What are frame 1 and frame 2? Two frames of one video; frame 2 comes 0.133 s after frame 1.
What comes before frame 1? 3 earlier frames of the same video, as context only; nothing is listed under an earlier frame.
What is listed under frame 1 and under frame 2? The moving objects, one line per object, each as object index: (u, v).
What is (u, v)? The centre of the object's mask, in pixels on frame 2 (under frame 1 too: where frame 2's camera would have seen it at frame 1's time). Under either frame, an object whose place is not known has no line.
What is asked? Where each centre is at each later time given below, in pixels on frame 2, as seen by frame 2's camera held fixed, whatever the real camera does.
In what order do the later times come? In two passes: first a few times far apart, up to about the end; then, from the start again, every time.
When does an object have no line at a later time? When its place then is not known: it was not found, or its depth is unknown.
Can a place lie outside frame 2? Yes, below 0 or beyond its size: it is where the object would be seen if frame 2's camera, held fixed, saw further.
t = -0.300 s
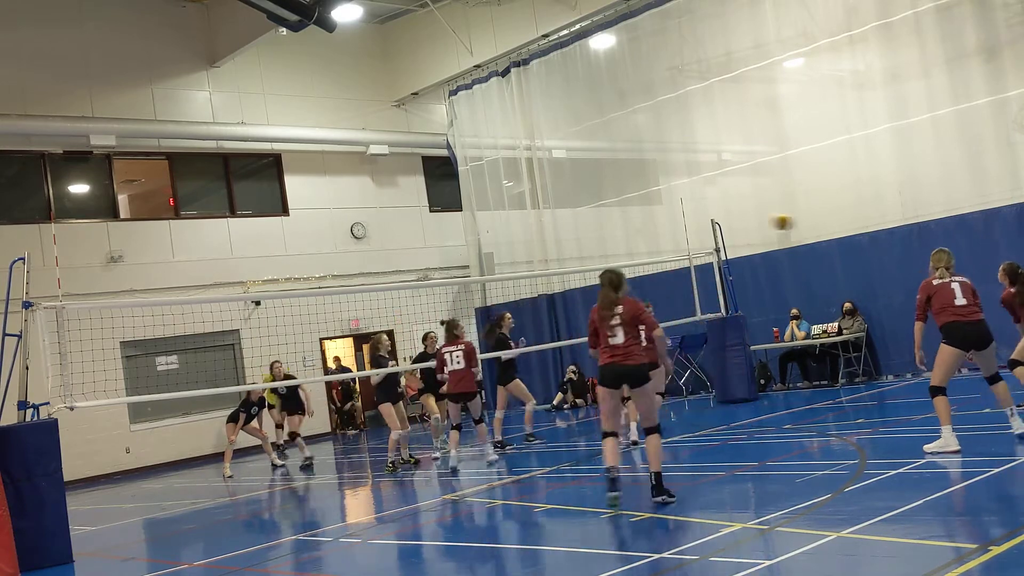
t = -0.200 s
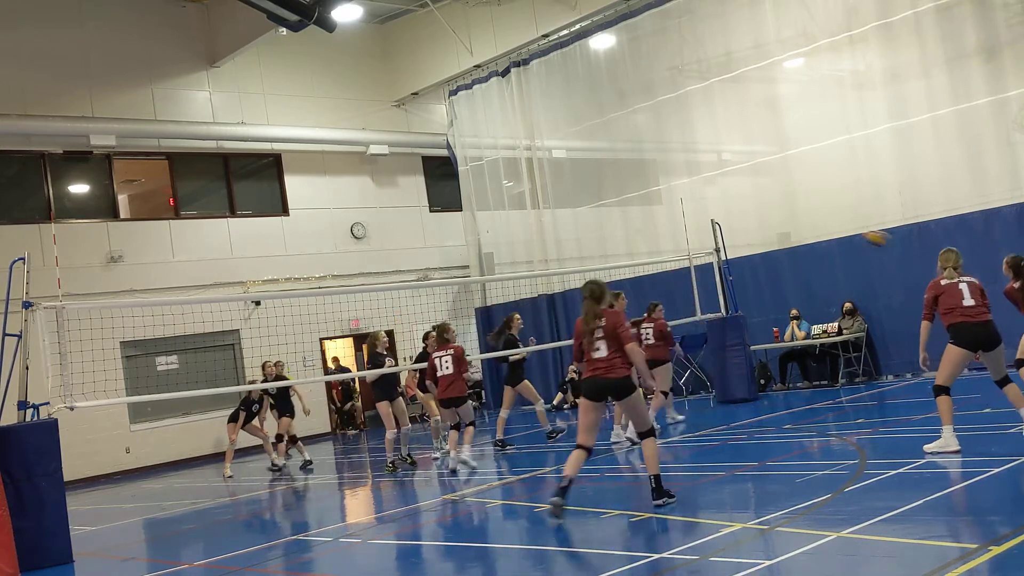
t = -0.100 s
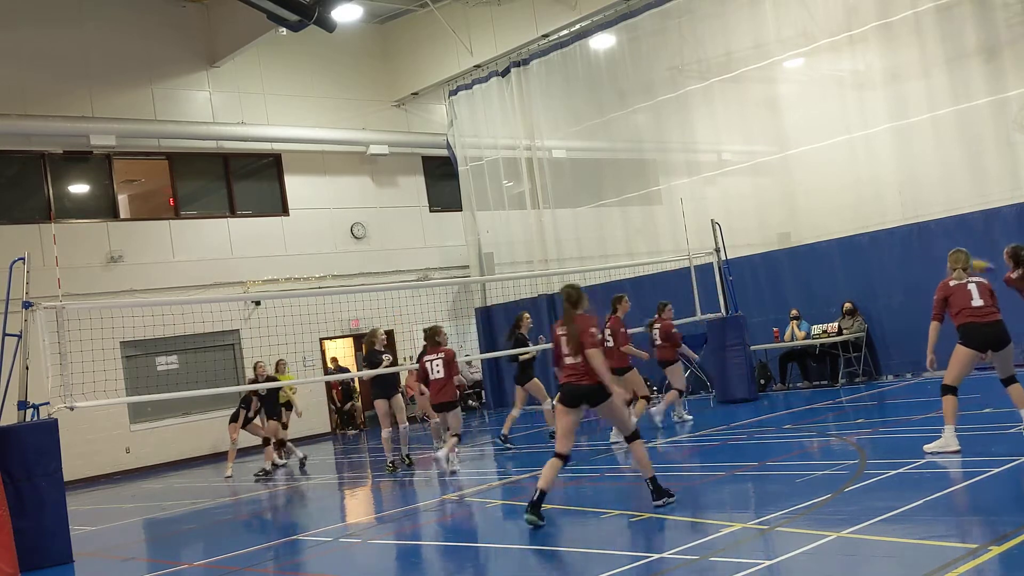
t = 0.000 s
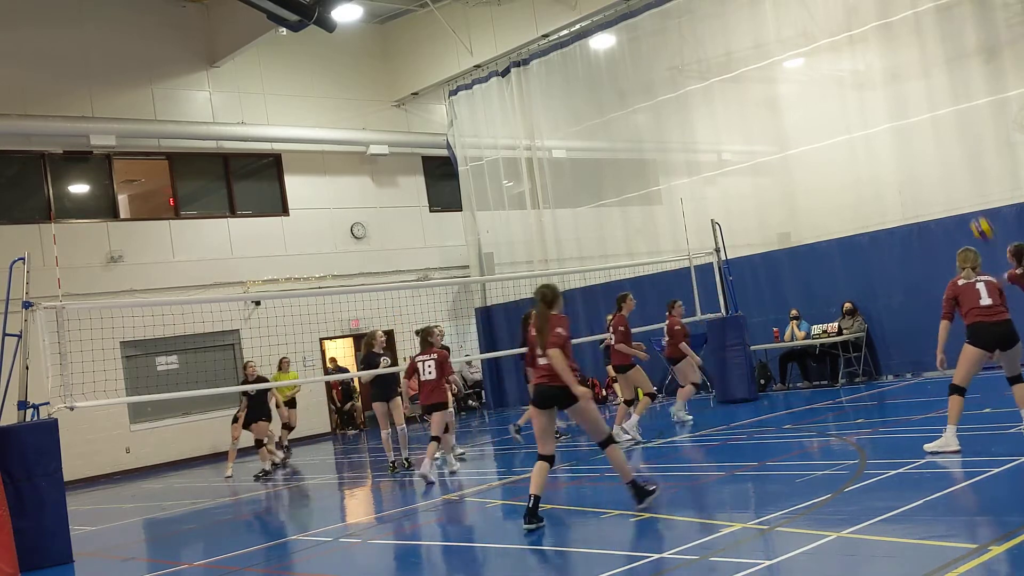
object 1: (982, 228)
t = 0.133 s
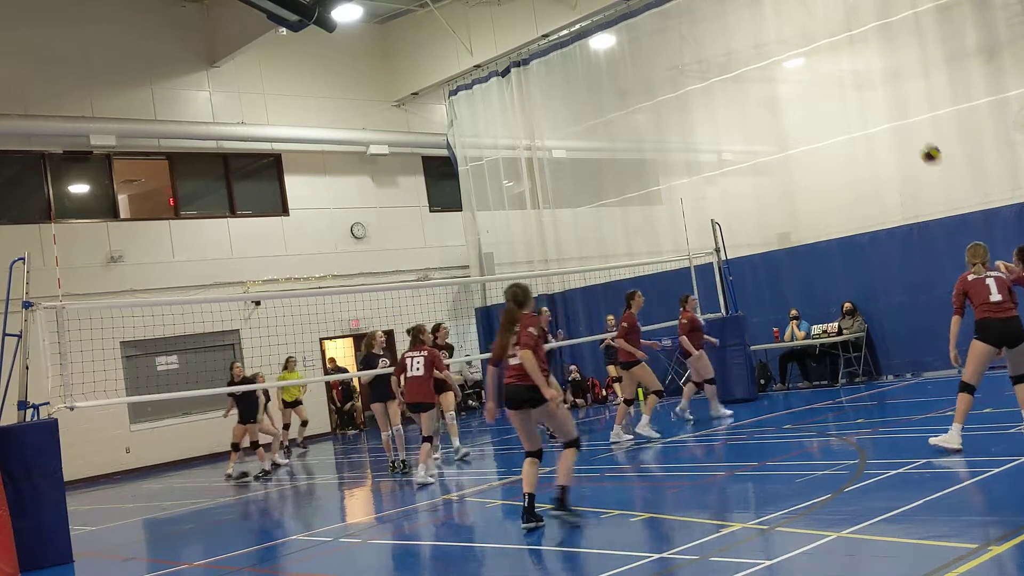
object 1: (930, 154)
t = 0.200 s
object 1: (907, 122)
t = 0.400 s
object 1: (845, 57)
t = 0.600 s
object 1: (794, 28)
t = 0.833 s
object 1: (746, 36)
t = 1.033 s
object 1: (711, 75)
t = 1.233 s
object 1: (684, 141)
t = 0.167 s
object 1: (918, 138)
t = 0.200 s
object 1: (907, 122)
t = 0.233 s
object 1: (895, 109)
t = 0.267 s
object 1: (885, 97)
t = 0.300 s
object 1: (874, 84)
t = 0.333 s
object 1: (864, 75)
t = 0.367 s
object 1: (854, 66)
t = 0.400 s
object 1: (845, 57)
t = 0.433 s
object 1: (836, 50)
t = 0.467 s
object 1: (827, 43)
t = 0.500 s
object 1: (818, 38)
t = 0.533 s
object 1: (810, 34)
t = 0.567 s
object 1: (802, 31)
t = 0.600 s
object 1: (794, 28)
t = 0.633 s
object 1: (786, 26)
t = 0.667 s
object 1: (779, 26)
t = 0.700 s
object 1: (772, 26)
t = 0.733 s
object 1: (765, 27)
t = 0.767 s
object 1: (758, 29)
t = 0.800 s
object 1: (752, 32)
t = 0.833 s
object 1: (746, 36)
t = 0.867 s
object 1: (739, 40)
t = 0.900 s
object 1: (733, 45)
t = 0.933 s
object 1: (728, 51)
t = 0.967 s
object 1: (722, 59)
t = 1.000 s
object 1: (717, 66)
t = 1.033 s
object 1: (711, 75)
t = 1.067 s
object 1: (707, 84)
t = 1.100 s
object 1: (702, 94)
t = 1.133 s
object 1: (697, 104)
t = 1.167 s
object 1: (692, 115)
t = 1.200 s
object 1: (688, 128)
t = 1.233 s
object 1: (684, 141)
